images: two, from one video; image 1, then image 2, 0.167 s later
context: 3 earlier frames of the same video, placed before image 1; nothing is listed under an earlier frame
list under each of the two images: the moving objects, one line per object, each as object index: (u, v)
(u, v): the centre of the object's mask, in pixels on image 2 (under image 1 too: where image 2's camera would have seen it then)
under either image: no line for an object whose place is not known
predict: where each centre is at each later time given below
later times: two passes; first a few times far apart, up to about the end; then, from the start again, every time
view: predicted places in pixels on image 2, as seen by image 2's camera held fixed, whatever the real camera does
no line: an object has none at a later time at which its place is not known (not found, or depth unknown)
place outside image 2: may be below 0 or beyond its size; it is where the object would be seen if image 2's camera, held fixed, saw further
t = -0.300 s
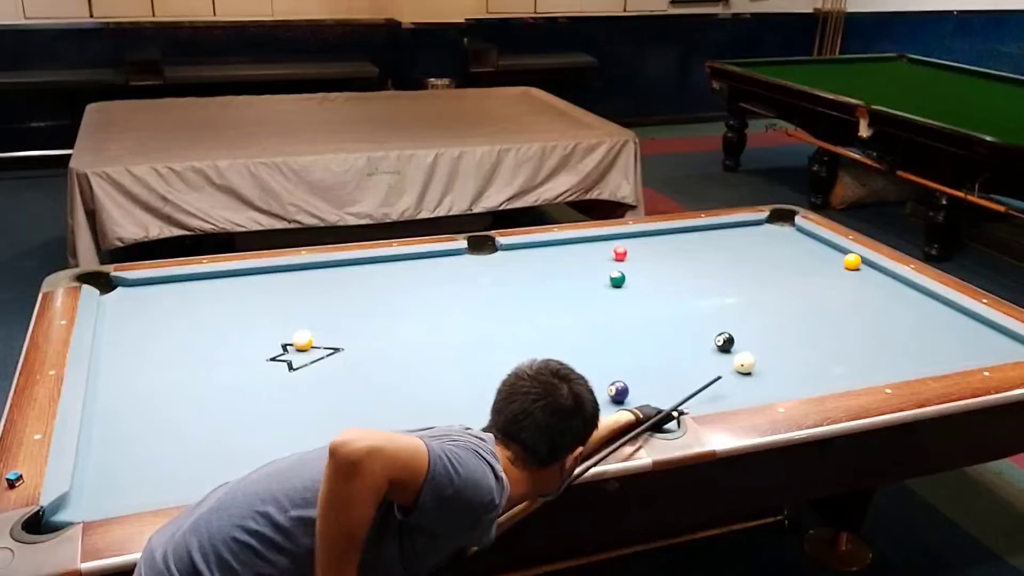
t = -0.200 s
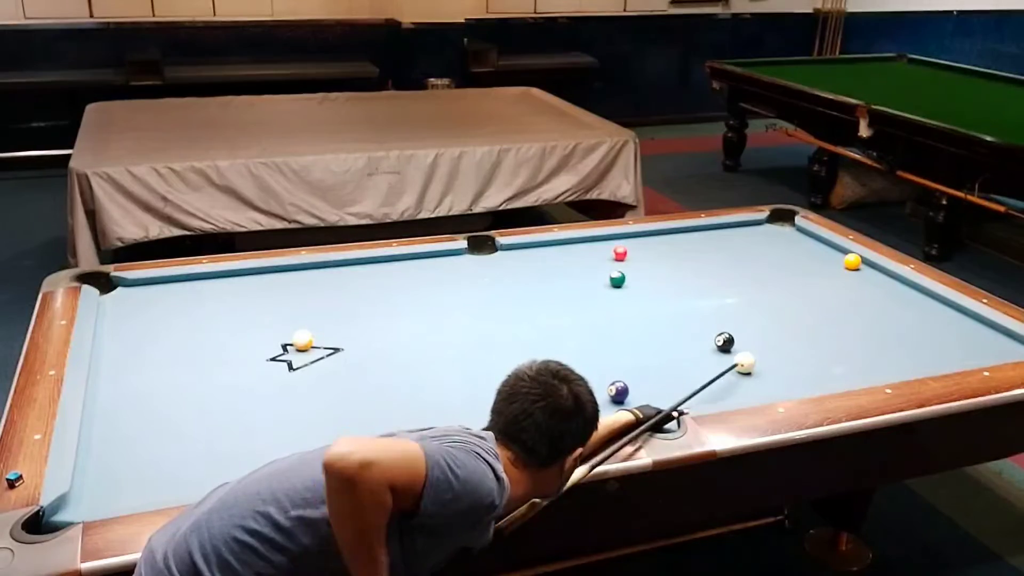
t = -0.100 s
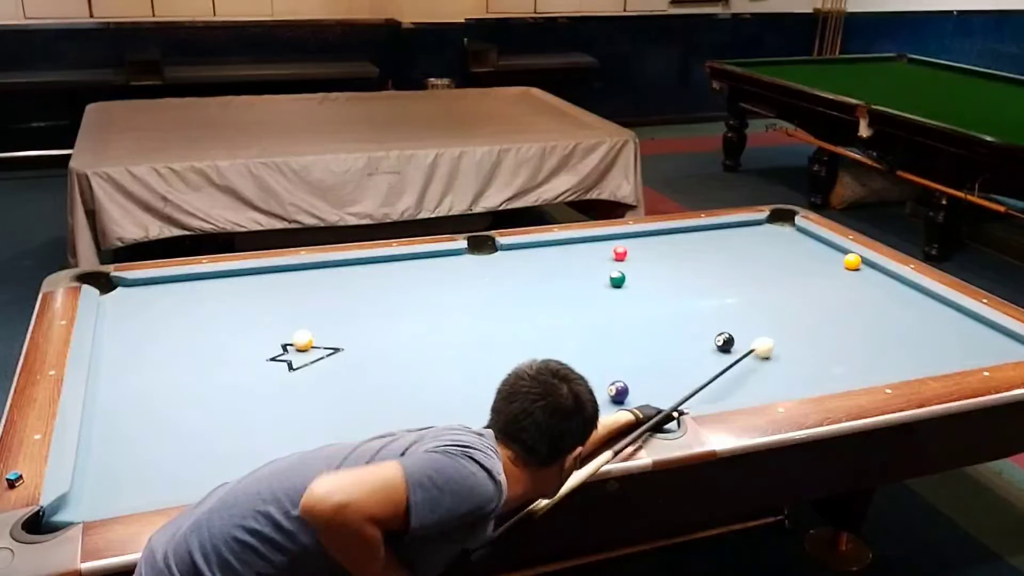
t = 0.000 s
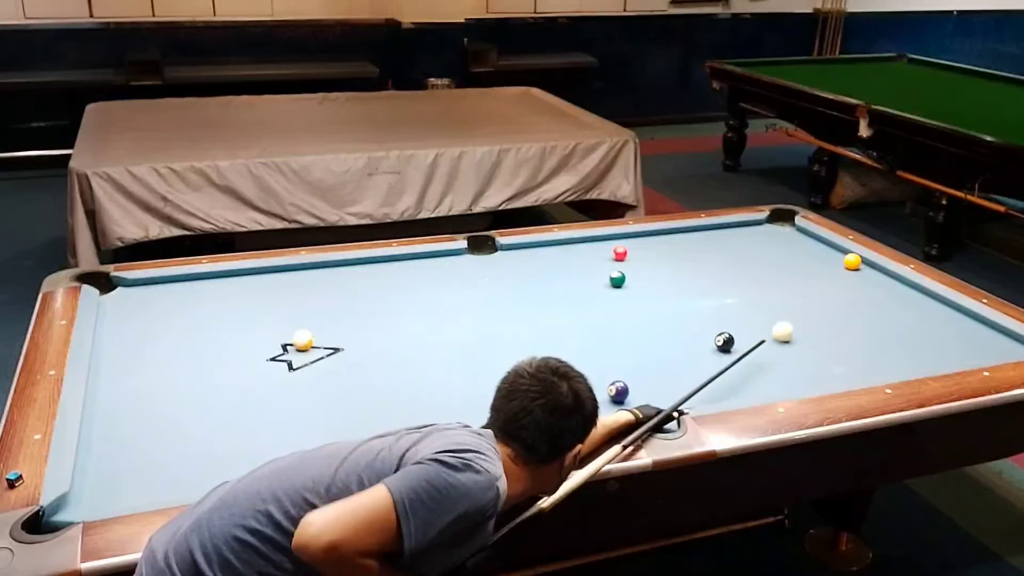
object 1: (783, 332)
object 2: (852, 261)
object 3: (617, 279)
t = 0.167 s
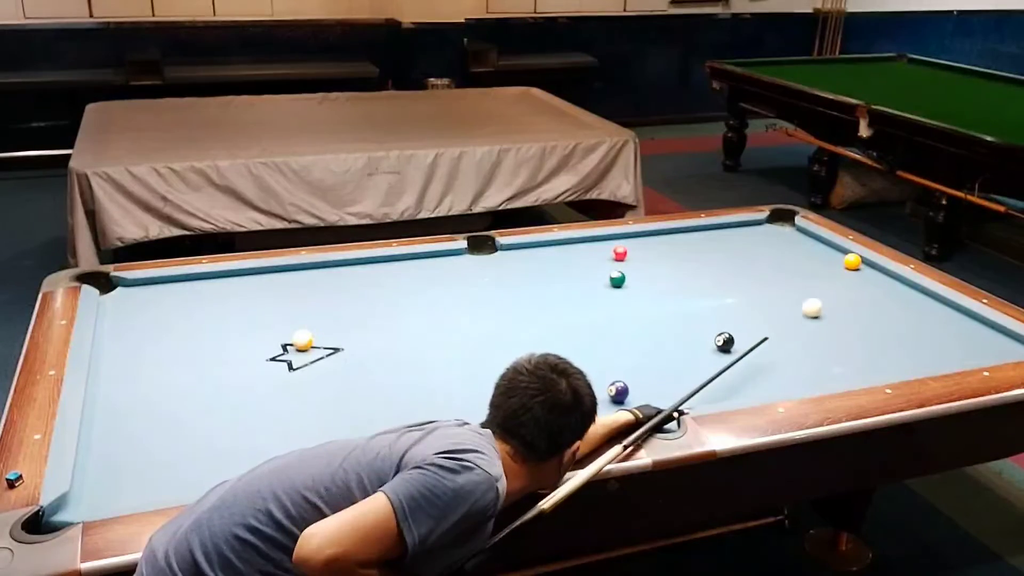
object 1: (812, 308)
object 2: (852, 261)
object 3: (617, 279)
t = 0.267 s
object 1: (828, 295)
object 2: (853, 261)
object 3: (617, 279)
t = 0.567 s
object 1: (870, 267)
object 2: (846, 258)
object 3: (617, 279)
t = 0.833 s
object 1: (830, 270)
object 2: (825, 244)
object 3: (617, 279)
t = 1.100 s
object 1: (792, 272)
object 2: (805, 233)
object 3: (617, 279)
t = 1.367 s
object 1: (755, 274)
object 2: (784, 224)
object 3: (617, 279)
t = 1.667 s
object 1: (715, 277)
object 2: (779, 220)
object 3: (617, 279)
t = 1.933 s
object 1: (681, 279)
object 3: (617, 279)
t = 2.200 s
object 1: (649, 281)
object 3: (617, 279)
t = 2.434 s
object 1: (628, 284)
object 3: (608, 278)
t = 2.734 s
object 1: (619, 289)
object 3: (592, 276)
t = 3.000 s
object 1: (610, 293)
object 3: (579, 274)
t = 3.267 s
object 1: (603, 296)
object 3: (568, 272)
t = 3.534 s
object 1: (597, 300)
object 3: (559, 271)
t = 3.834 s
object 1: (590, 304)
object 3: (550, 270)
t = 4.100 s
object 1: (584, 306)
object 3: (544, 269)
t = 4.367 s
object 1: (580, 307)
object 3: (540, 268)
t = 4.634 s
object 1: (576, 308)
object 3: (537, 267)
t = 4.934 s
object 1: (575, 309)
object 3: (535, 268)
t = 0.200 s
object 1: (817, 304)
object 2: (852, 261)
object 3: (617, 279)
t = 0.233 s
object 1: (823, 299)
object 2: (853, 261)
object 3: (617, 279)
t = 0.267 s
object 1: (828, 295)
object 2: (853, 261)
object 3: (617, 279)
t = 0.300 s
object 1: (833, 291)
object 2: (852, 261)
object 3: (617, 279)
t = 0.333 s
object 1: (838, 287)
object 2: (853, 261)
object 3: (617, 279)
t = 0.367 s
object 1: (843, 283)
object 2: (852, 261)
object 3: (617, 279)
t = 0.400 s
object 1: (848, 279)
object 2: (853, 261)
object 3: (617, 279)
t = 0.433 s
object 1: (852, 276)
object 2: (852, 260)
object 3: (617, 279)
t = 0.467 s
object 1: (857, 272)
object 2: (852, 260)
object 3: (617, 279)
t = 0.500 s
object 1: (861, 269)
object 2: (851, 260)
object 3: (617, 279)
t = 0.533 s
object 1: (868, 267)
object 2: (850, 260)
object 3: (617, 279)
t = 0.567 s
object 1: (870, 267)
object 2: (846, 258)
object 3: (617, 279)
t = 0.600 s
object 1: (865, 267)
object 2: (844, 256)
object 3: (617, 279)
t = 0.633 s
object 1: (859, 268)
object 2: (841, 254)
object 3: (617, 279)
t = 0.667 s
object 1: (854, 268)
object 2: (838, 253)
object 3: (617, 279)
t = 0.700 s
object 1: (849, 268)
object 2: (836, 251)
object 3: (617, 279)
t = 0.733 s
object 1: (844, 269)
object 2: (833, 249)
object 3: (617, 279)
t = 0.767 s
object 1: (840, 269)
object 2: (830, 248)
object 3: (617, 279)
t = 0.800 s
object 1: (835, 269)
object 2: (828, 246)
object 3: (617, 279)
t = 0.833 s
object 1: (830, 270)
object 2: (825, 244)
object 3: (617, 279)
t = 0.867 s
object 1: (825, 270)
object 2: (823, 243)
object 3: (617, 279)
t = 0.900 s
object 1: (820, 270)
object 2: (821, 241)
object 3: (617, 279)
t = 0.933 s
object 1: (815, 270)
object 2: (818, 240)
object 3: (617, 279)
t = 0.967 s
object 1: (811, 271)
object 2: (816, 238)
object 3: (617, 279)
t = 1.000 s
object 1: (806, 271)
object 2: (813, 237)
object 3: (617, 279)
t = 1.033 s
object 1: (801, 271)
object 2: (810, 236)
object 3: (617, 279)
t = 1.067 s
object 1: (797, 272)
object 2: (807, 235)
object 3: (617, 279)
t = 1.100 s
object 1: (792, 272)
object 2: (805, 233)
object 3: (617, 279)
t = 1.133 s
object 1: (787, 272)
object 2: (802, 232)
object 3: (617, 279)
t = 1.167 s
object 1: (782, 272)
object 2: (799, 231)
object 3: (617, 279)
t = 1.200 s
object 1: (778, 273)
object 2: (797, 230)
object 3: (617, 279)
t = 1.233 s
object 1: (773, 273)
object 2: (794, 229)
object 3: (617, 279)
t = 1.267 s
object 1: (769, 273)
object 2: (791, 228)
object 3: (617, 279)
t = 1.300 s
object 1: (764, 274)
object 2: (789, 227)
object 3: (617, 279)
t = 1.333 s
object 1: (759, 274)
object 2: (787, 226)
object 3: (617, 279)
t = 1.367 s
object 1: (755, 274)
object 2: (784, 224)
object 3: (617, 279)
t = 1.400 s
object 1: (750, 275)
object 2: (781, 223)
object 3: (617, 279)
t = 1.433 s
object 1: (746, 275)
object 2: (779, 222)
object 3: (617, 279)
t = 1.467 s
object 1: (741, 275)
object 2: (777, 222)
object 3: (617, 279)
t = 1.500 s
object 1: (737, 275)
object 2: (774, 221)
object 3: (617, 279)
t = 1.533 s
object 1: (733, 276)
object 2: (772, 220)
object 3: (617, 279)
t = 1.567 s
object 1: (728, 276)
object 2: (774, 220)
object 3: (617, 279)
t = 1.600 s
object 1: (724, 276)
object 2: (776, 220)
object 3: (617, 279)
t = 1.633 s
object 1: (719, 276)
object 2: (777, 220)
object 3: (617, 279)
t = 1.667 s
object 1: (715, 277)
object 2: (779, 220)
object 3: (617, 279)
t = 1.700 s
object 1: (710, 277)
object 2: (780, 220)
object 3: (617, 279)
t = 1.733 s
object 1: (706, 277)
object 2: (782, 220)
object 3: (617, 279)
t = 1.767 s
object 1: (702, 277)
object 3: (617, 279)
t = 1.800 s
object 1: (698, 278)
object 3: (617, 279)
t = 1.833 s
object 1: (693, 278)
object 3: (617, 279)
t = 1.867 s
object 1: (689, 278)
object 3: (617, 279)
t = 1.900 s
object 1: (685, 278)
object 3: (617, 279)
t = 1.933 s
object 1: (681, 279)
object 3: (617, 279)
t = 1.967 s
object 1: (677, 279)
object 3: (617, 279)
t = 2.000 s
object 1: (672, 279)
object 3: (617, 279)
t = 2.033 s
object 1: (668, 279)
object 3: (617, 279)
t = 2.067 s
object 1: (665, 279)
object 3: (617, 279)
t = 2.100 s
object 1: (660, 280)
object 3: (617, 279)
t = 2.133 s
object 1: (657, 280)
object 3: (617, 279)
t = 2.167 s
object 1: (652, 281)
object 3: (617, 279)
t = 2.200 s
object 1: (649, 281)
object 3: (617, 279)
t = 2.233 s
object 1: (641, 281)
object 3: (617, 279)
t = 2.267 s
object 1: (637, 281)
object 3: (617, 279)
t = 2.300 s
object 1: (634, 282)
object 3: (616, 279)
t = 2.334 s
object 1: (633, 282)
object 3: (614, 279)
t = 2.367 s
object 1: (631, 283)
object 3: (612, 278)
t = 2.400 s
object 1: (630, 283)
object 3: (610, 278)
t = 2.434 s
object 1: (628, 284)
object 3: (608, 278)
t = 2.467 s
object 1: (627, 284)
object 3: (606, 278)
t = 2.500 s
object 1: (626, 285)
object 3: (604, 277)
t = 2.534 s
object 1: (625, 286)
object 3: (602, 277)
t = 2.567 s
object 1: (625, 286)
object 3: (600, 277)
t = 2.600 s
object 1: (623, 287)
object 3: (598, 277)
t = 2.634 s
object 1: (622, 288)
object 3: (597, 277)
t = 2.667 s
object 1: (621, 288)
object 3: (595, 276)
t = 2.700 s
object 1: (620, 289)
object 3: (593, 276)
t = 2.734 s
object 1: (619, 289)
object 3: (592, 276)
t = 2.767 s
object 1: (618, 290)
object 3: (590, 275)
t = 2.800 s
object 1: (617, 290)
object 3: (588, 275)
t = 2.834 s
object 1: (615, 291)
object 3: (587, 275)
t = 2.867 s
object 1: (615, 291)
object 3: (584, 274)
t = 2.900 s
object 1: (613, 292)
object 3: (584, 275)
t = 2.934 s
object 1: (613, 292)
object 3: (582, 274)
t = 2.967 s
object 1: (612, 292)
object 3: (580, 274)
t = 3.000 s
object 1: (610, 293)
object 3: (579, 274)
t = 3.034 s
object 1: (610, 293)
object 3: (577, 274)
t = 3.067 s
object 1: (609, 294)
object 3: (576, 273)
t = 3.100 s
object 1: (608, 294)
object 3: (575, 273)
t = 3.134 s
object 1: (607, 295)
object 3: (573, 273)
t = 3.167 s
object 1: (606, 295)
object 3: (572, 273)
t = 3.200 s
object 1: (605, 296)
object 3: (570, 273)
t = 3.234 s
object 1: (604, 296)
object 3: (569, 273)
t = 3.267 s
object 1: (603, 296)
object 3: (568, 272)
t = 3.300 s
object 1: (602, 297)
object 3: (567, 271)
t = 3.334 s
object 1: (602, 298)
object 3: (566, 271)
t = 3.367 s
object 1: (601, 298)
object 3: (564, 271)
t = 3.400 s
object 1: (600, 298)
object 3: (563, 271)
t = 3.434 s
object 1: (599, 299)
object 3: (562, 271)
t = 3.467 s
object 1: (599, 299)
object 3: (561, 271)
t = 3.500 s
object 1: (598, 299)
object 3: (560, 271)
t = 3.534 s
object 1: (597, 300)
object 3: (559, 271)
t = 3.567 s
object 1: (597, 300)
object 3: (558, 271)
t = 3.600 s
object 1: (596, 300)
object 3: (557, 270)
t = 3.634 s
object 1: (595, 301)
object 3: (555, 270)
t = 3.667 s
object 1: (594, 301)
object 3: (554, 270)
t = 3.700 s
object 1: (593, 302)
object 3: (553, 270)
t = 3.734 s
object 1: (592, 302)
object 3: (552, 270)
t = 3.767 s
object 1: (591, 303)
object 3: (552, 270)
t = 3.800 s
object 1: (590, 303)
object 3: (551, 270)
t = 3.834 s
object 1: (590, 304)
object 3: (550, 270)
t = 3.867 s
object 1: (589, 304)
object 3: (549, 270)
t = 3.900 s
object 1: (588, 304)
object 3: (548, 269)
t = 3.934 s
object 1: (587, 305)
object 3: (548, 269)
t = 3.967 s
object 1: (587, 305)
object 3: (547, 269)
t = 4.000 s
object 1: (586, 305)
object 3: (546, 269)
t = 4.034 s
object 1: (586, 305)
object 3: (546, 269)
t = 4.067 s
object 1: (585, 305)
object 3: (545, 269)
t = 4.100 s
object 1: (584, 306)
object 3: (544, 269)
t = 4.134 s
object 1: (584, 306)
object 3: (544, 269)
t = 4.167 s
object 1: (583, 306)
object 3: (543, 268)
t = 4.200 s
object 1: (582, 306)
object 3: (542, 268)
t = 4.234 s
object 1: (582, 306)
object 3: (542, 268)
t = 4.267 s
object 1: (581, 307)
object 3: (541, 268)
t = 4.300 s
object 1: (581, 307)
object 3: (541, 268)
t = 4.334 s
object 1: (581, 307)
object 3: (540, 268)
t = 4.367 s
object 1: (580, 307)
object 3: (540, 268)
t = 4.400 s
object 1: (580, 307)
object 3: (539, 268)
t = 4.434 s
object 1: (579, 307)
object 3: (539, 268)
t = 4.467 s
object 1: (578, 308)
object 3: (539, 268)
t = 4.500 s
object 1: (578, 308)
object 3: (538, 268)
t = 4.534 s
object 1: (578, 308)
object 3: (538, 268)
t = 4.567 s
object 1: (577, 308)
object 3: (537, 267)
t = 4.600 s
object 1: (577, 308)
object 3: (537, 268)
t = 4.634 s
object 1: (576, 308)
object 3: (537, 267)
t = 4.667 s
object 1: (576, 308)
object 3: (537, 267)
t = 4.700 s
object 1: (576, 308)
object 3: (536, 268)
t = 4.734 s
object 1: (576, 309)
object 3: (536, 267)
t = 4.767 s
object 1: (576, 309)
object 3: (536, 268)
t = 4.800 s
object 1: (576, 309)
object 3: (536, 268)
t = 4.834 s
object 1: (575, 309)
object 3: (536, 268)
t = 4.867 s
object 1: (575, 309)
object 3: (535, 268)
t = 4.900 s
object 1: (575, 309)
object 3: (535, 268)
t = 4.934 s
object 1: (575, 309)
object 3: (535, 268)
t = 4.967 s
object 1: (575, 309)
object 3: (535, 268)
